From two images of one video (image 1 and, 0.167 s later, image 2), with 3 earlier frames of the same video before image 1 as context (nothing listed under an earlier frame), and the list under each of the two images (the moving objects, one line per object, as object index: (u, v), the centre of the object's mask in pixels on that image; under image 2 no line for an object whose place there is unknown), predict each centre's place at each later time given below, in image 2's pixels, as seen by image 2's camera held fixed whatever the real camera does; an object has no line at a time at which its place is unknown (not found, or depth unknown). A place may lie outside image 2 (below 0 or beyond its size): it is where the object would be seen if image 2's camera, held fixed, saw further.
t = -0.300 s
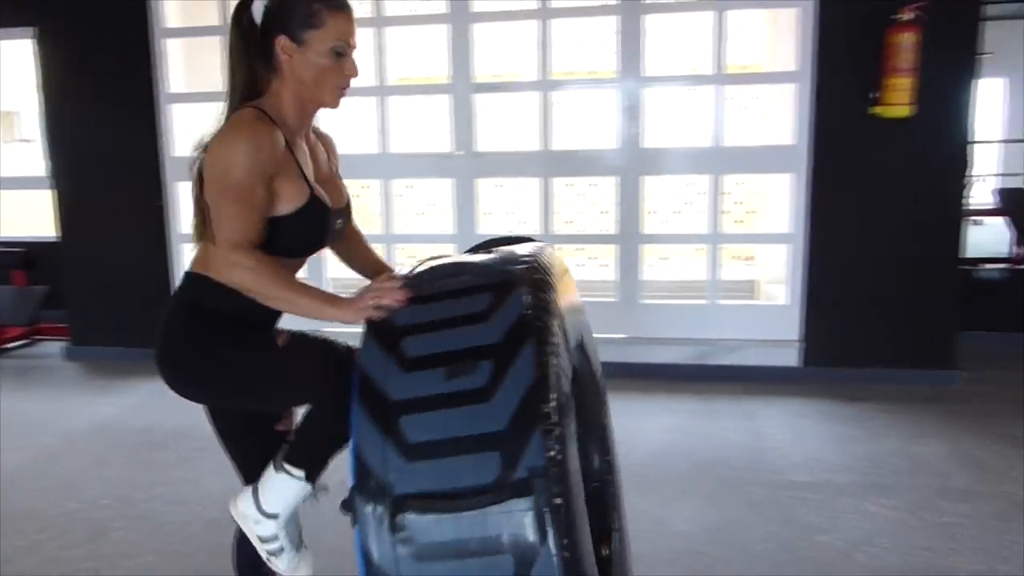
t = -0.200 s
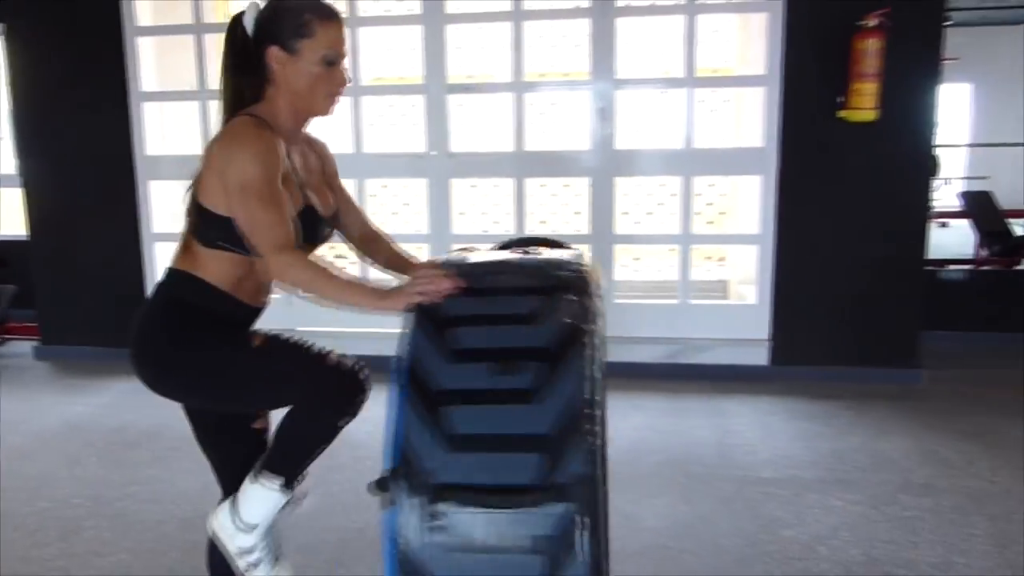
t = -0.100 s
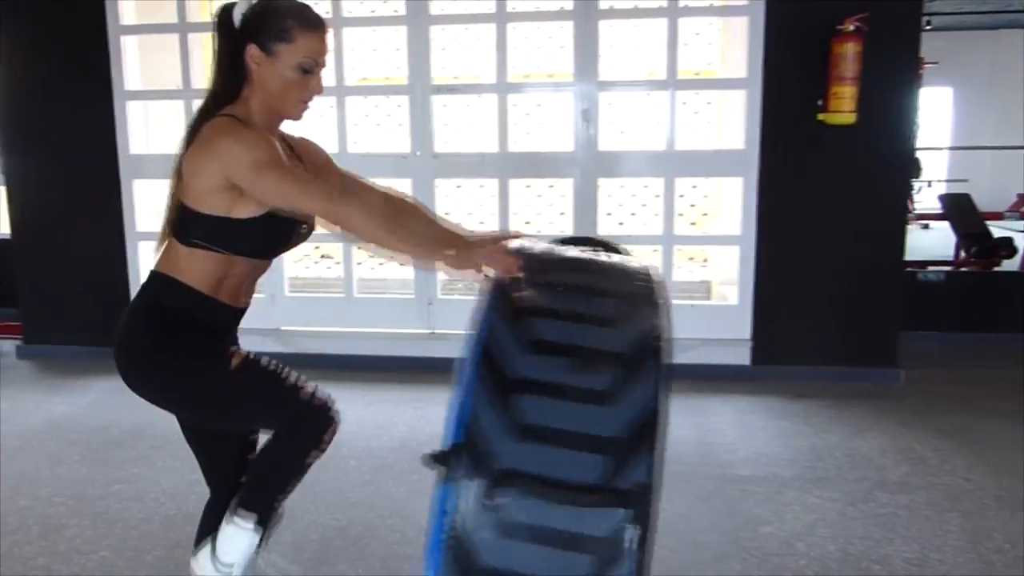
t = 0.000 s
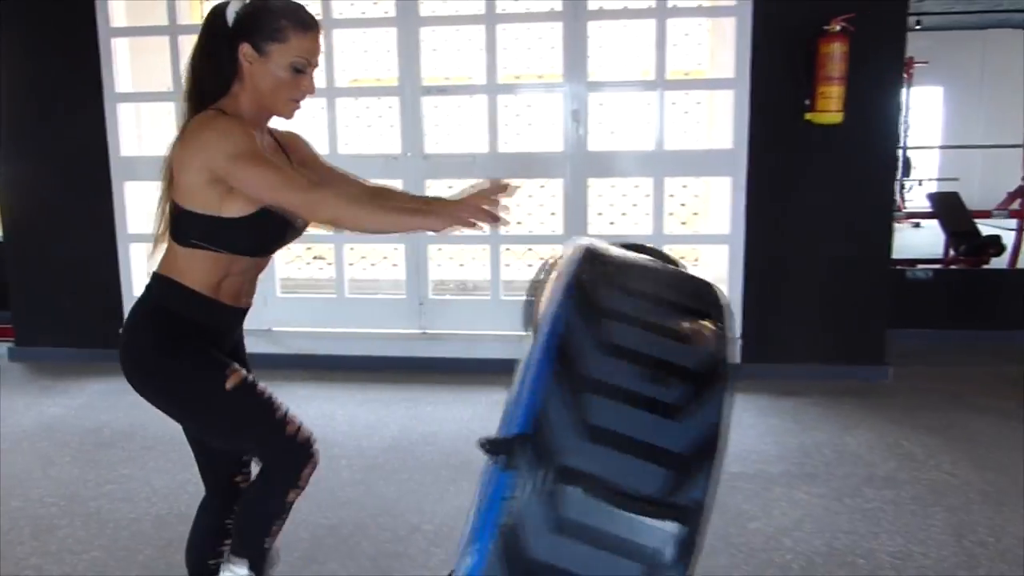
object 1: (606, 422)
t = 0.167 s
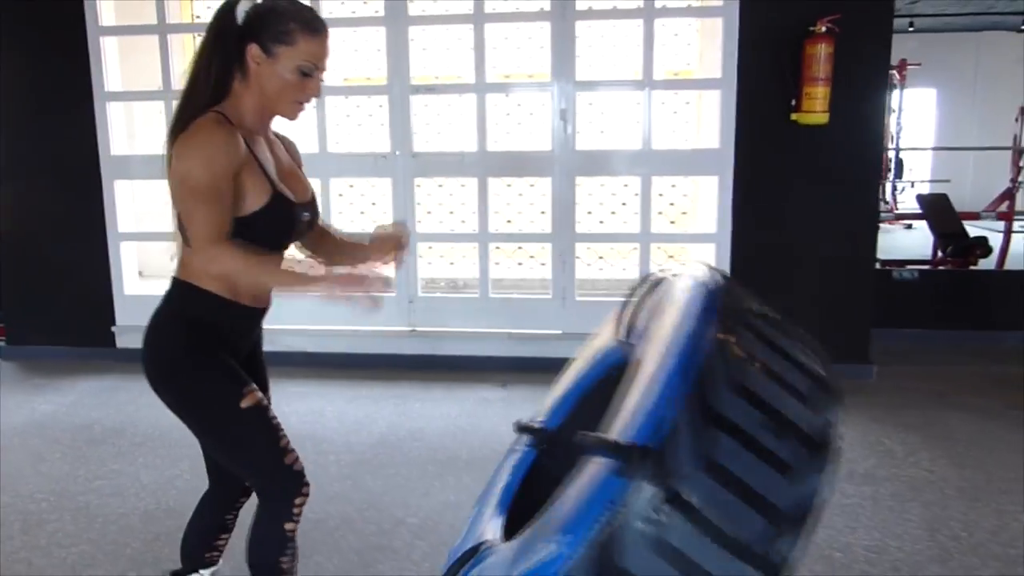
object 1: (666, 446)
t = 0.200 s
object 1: (690, 455)
